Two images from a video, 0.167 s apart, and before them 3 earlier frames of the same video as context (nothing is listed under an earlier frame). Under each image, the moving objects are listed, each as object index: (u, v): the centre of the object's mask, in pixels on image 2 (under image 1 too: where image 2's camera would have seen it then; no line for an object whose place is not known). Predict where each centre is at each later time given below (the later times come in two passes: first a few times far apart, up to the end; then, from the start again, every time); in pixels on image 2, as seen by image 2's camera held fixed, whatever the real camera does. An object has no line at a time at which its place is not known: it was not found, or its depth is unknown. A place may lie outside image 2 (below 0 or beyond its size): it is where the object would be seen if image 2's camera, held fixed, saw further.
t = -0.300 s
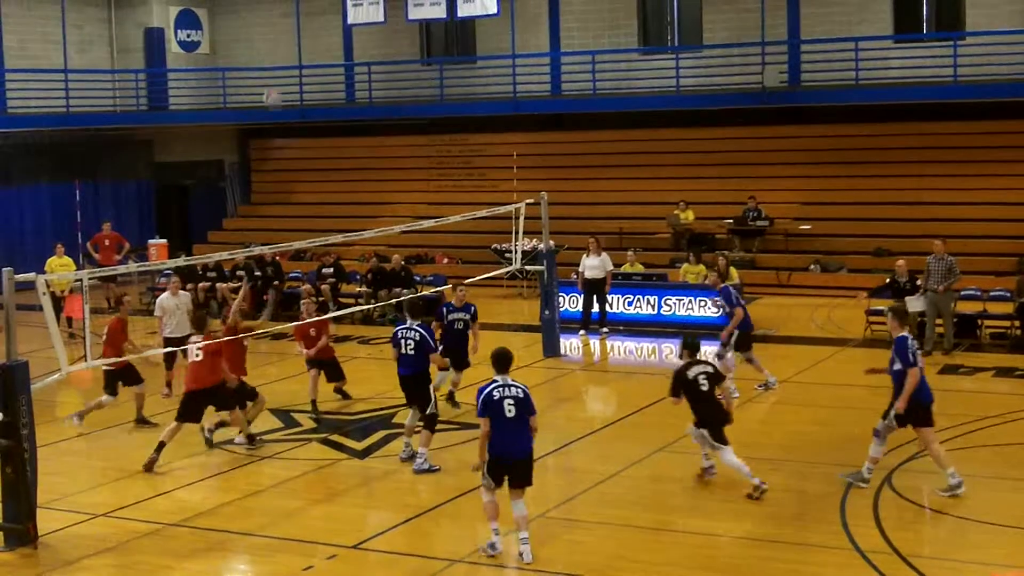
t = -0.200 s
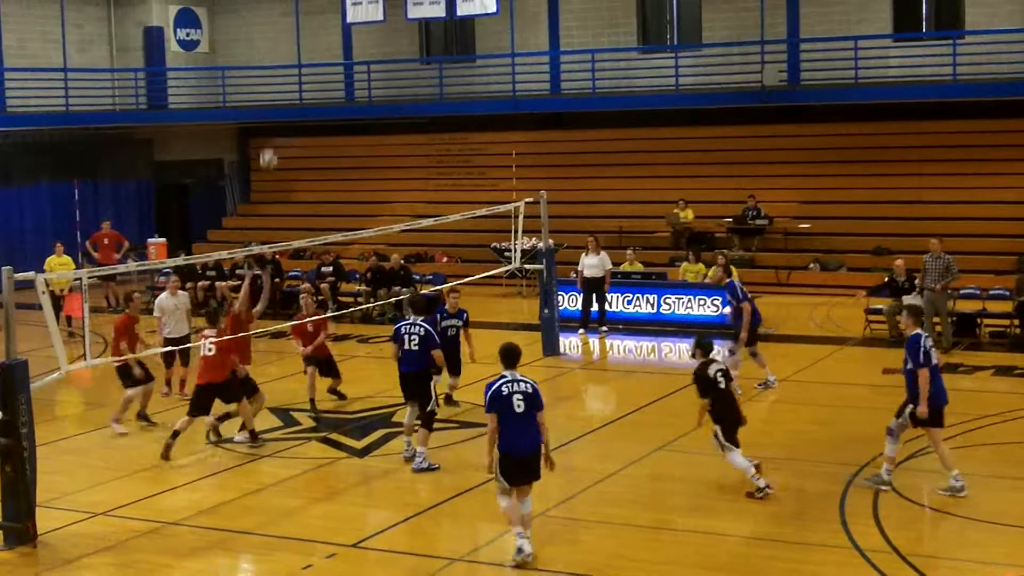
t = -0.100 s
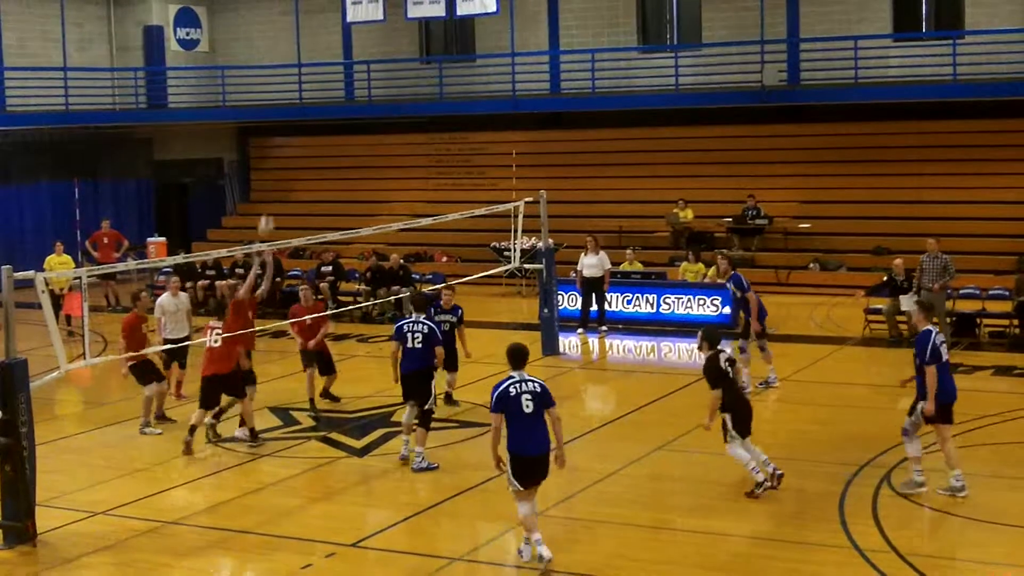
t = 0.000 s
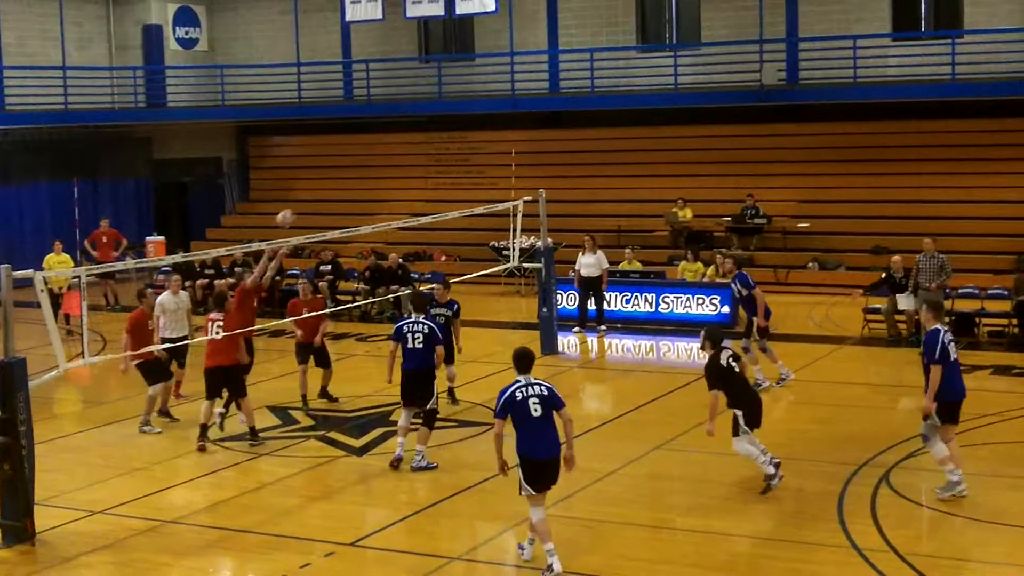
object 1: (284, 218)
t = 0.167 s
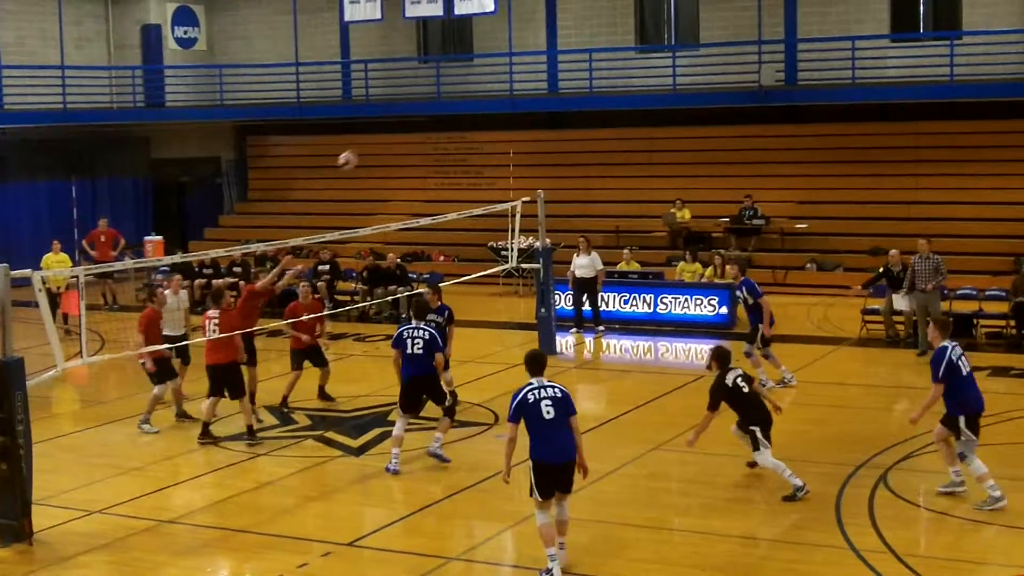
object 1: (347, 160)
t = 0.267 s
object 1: (387, 134)
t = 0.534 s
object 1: (493, 108)
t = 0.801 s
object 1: (601, 141)
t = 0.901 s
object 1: (644, 172)
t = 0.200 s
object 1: (360, 151)
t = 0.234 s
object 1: (374, 142)
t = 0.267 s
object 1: (387, 134)
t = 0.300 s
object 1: (400, 127)
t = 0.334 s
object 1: (413, 123)
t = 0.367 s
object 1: (427, 119)
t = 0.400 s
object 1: (440, 115)
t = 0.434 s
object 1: (454, 112)
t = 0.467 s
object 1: (466, 110)
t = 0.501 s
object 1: (480, 109)
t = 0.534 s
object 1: (493, 108)
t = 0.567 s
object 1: (507, 109)
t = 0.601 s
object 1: (520, 111)
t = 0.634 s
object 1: (534, 114)
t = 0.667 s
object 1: (547, 118)
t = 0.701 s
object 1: (561, 122)
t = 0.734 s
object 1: (573, 127)
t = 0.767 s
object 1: (588, 134)
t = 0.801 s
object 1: (601, 141)
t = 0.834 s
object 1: (615, 150)
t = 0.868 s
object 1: (630, 161)
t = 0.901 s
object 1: (644, 172)
